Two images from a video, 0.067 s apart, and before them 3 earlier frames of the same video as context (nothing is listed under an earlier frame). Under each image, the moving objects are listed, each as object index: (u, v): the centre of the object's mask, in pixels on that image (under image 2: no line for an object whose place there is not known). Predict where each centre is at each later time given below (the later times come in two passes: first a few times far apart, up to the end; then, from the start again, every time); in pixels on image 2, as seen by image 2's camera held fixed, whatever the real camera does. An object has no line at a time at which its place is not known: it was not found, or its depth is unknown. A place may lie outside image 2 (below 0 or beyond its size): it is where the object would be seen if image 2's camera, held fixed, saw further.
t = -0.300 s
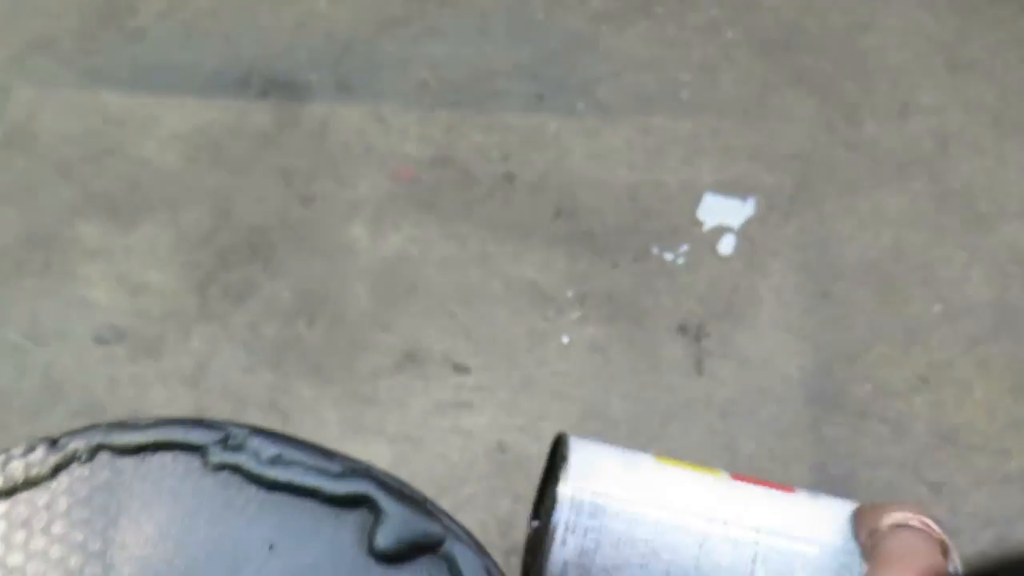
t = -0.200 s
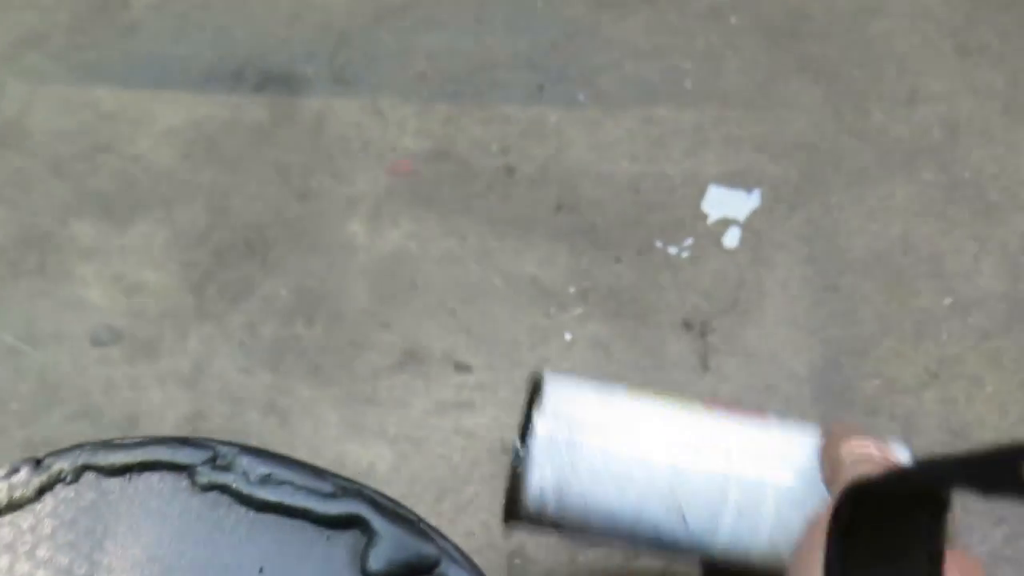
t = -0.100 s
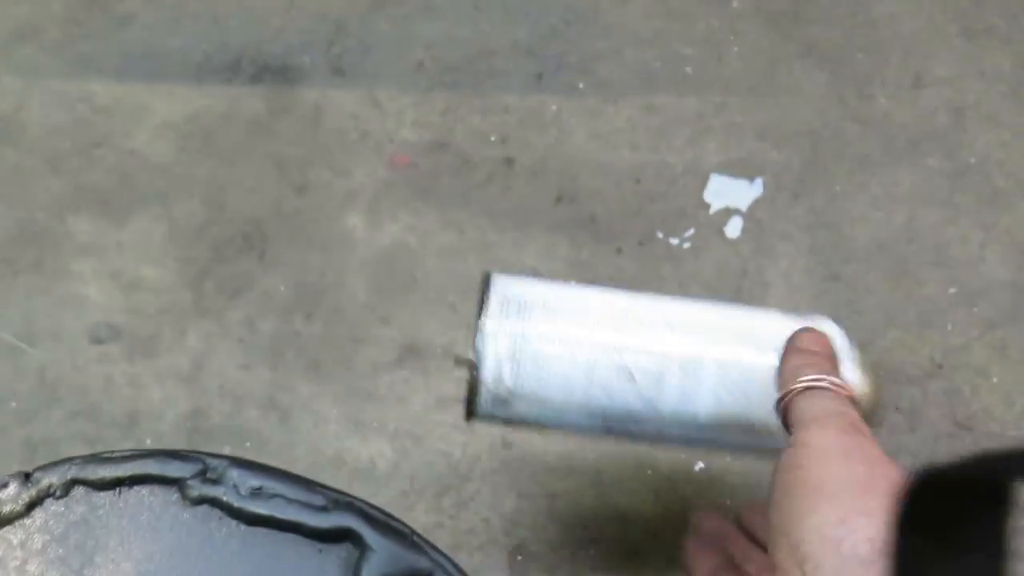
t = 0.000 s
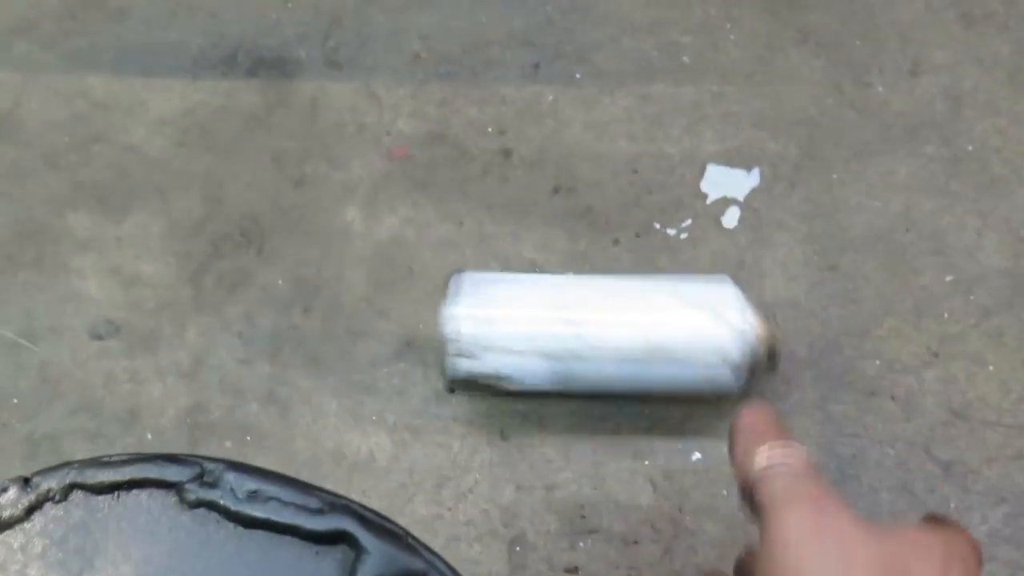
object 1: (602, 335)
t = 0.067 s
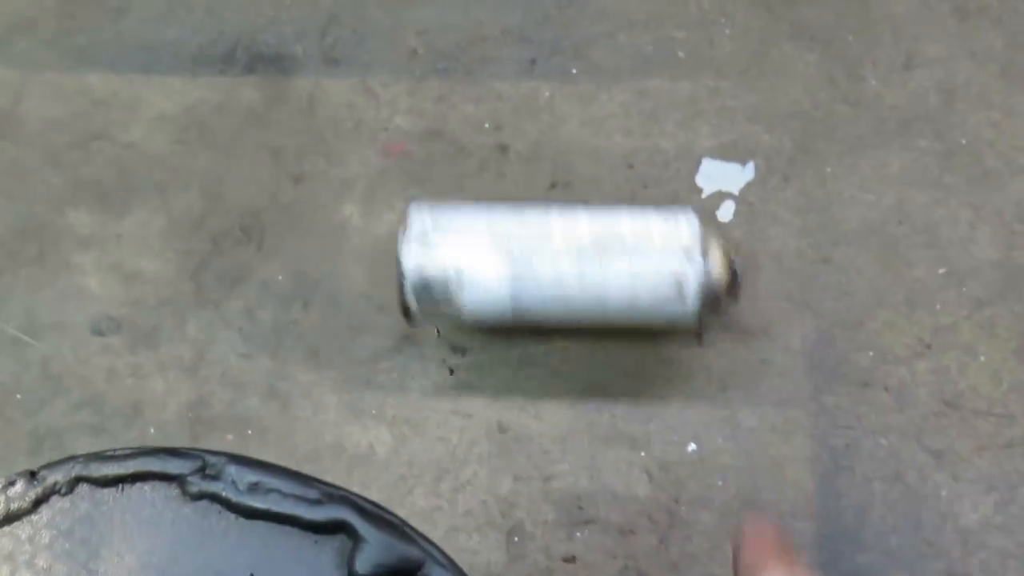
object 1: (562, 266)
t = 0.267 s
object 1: (481, 174)
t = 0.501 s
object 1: (479, 102)
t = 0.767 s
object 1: (493, 32)
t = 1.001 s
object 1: (504, -9)
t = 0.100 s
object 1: (544, 240)
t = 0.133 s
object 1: (528, 225)
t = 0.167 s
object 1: (514, 221)
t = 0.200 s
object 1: (500, 214)
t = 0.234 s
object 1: (492, 196)
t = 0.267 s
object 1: (481, 174)
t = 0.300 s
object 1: (475, 162)
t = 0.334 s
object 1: (470, 147)
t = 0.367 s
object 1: (468, 140)
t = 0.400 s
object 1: (468, 130)
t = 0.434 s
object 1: (471, 117)
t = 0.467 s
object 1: (476, 111)
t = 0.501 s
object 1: (479, 102)
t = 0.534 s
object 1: (481, 92)
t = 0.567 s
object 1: (483, 83)
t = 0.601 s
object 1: (485, 73)
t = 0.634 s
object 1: (487, 64)
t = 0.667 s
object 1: (488, 55)
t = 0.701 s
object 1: (490, 48)
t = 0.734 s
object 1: (491, 41)
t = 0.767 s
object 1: (493, 32)
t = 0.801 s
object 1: (494, 25)
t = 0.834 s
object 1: (497, 20)
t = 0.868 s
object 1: (498, 13)
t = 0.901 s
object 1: (500, 6)
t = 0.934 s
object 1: (500, 2)
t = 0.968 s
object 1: (503, -3)
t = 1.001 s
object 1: (504, -9)
